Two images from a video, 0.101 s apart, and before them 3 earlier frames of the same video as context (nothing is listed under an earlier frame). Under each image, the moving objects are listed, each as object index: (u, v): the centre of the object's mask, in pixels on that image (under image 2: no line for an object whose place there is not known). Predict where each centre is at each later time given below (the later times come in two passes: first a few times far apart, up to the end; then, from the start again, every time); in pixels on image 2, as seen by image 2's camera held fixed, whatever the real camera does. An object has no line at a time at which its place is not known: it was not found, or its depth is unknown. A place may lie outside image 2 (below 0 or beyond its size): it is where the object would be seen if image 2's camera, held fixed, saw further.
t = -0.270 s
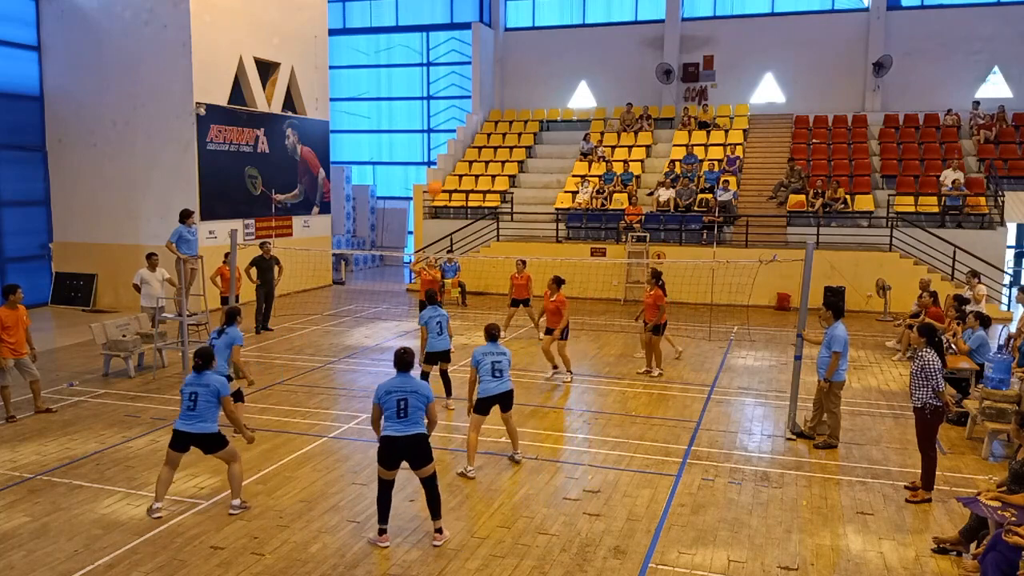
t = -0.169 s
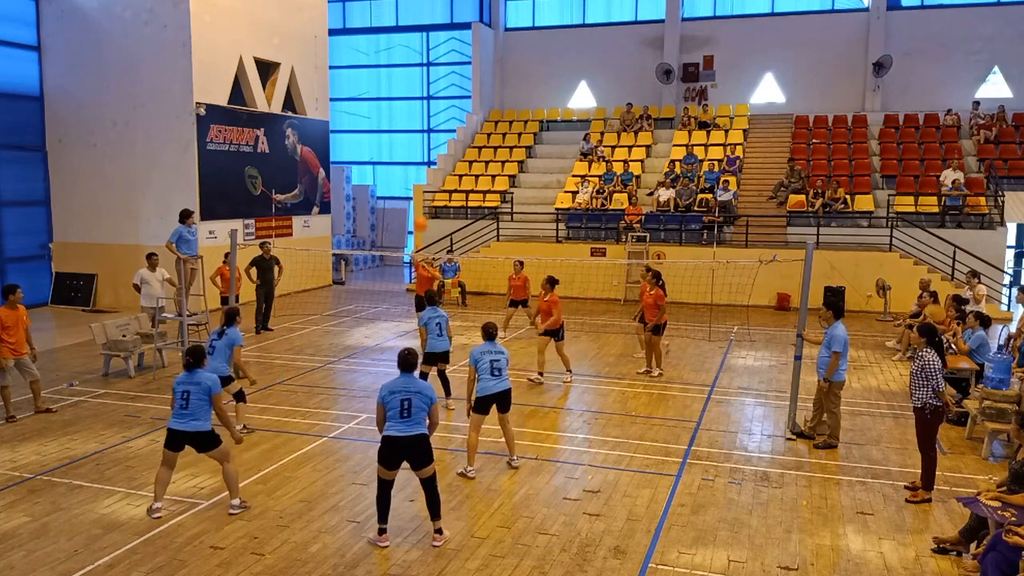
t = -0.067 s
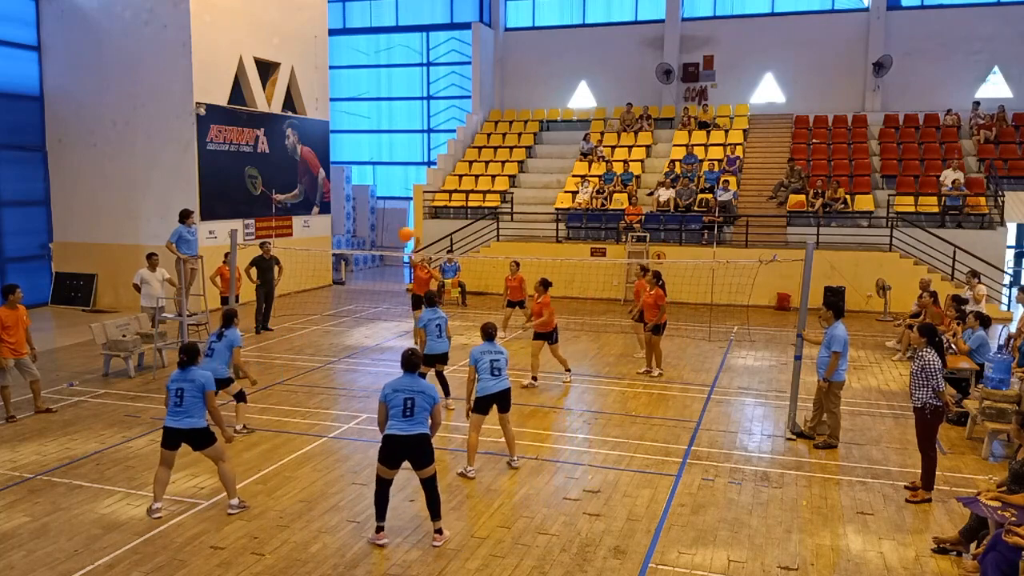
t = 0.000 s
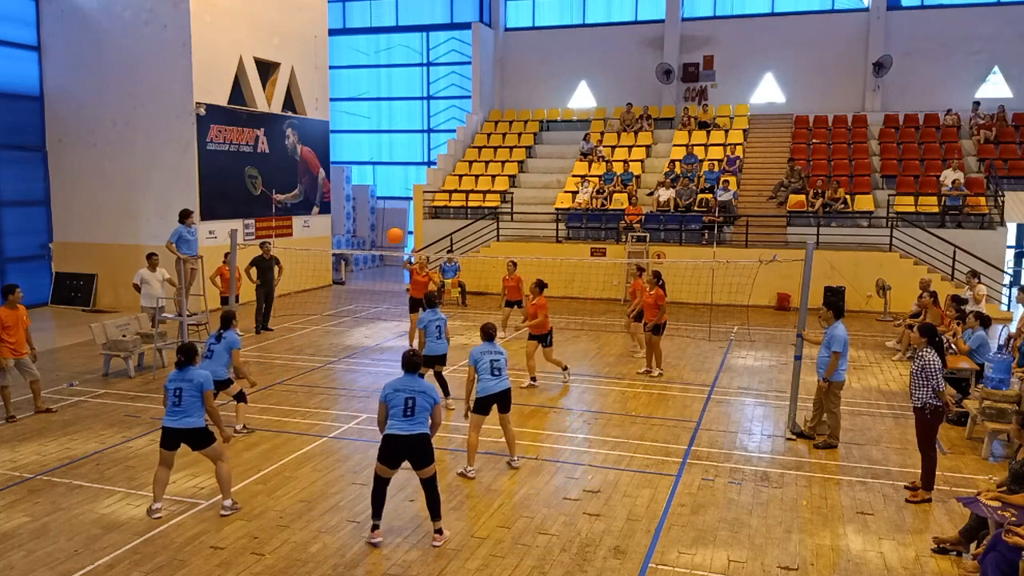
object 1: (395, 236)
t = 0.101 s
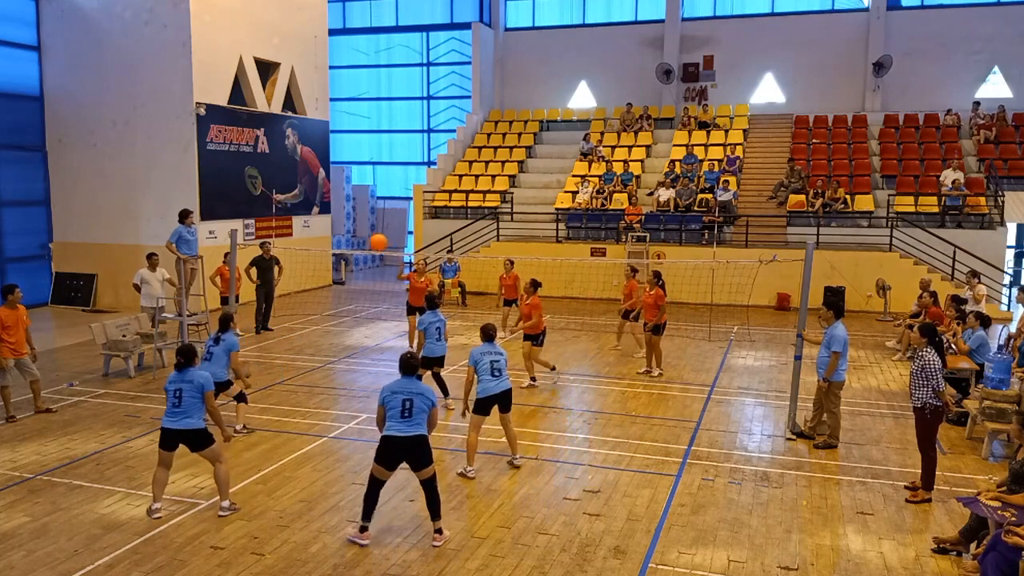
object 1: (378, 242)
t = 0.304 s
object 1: (362, 247)
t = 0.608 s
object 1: (344, 307)
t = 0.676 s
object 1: (340, 333)
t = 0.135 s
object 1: (372, 245)
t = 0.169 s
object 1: (369, 246)
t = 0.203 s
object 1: (368, 246)
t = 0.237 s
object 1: (366, 245)
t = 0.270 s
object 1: (364, 246)
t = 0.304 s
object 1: (362, 247)
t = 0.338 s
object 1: (360, 249)
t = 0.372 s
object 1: (358, 253)
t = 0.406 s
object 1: (356, 258)
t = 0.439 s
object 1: (354, 263)
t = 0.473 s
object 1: (352, 269)
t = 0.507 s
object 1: (351, 277)
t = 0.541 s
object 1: (348, 286)
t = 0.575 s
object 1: (346, 296)
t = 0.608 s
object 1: (344, 307)
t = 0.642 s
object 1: (342, 319)
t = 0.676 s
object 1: (340, 333)
